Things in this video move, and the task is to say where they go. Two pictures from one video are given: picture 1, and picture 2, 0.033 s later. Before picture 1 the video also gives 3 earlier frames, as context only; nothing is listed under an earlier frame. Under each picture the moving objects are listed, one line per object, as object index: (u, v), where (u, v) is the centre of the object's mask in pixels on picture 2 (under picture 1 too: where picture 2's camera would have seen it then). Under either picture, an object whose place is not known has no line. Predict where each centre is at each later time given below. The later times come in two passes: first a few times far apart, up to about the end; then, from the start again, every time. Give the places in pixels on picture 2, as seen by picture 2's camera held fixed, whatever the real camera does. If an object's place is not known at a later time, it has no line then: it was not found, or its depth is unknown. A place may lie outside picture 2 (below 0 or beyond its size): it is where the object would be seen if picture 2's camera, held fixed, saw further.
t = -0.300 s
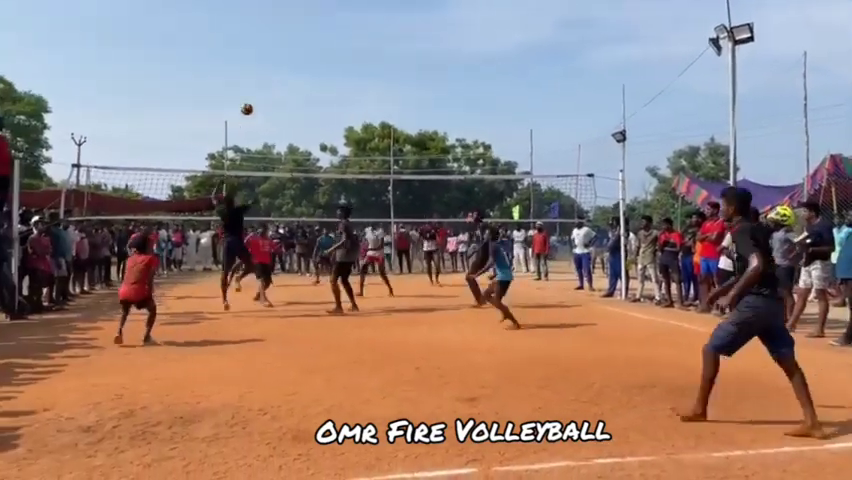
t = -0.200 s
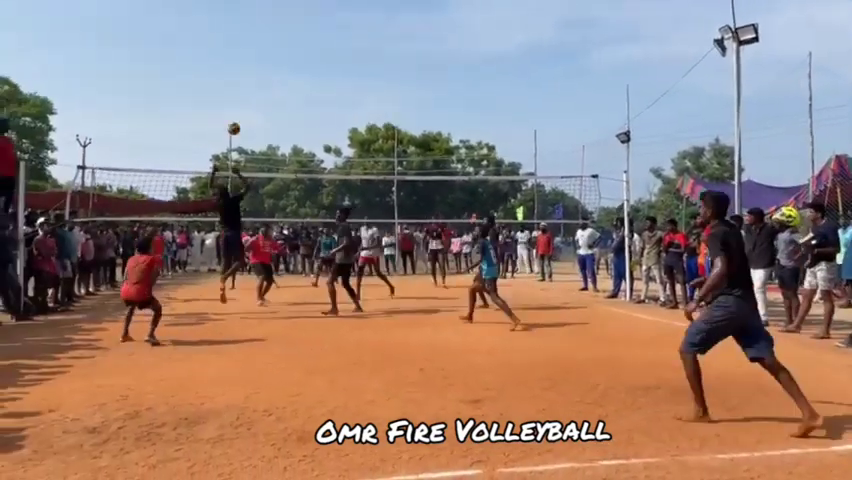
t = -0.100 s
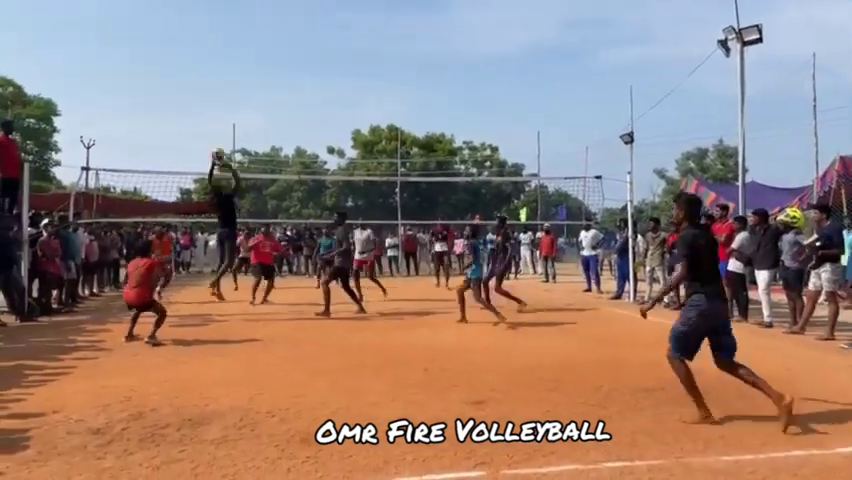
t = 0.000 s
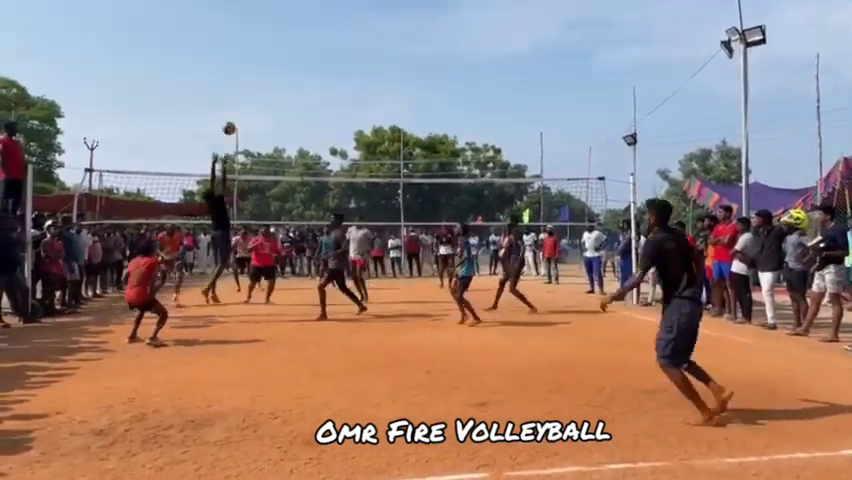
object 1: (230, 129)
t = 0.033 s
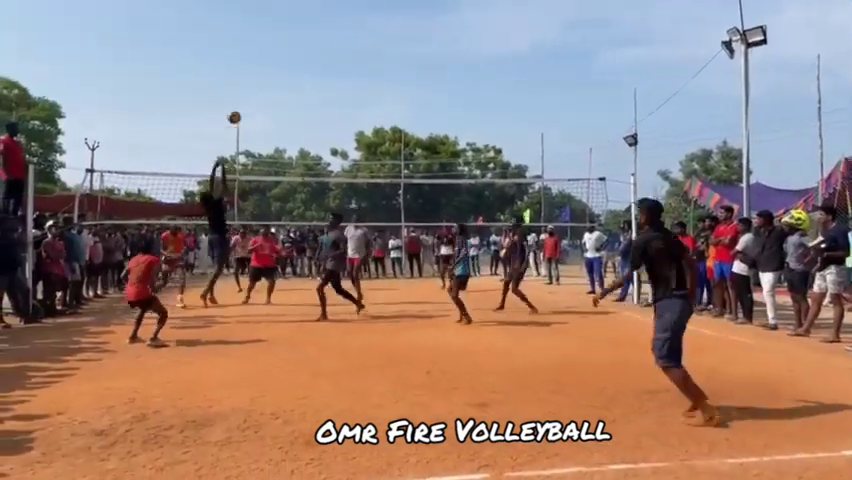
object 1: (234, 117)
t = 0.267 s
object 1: (264, 58)
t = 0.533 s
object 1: (299, 32)
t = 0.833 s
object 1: (337, 55)
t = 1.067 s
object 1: (364, 108)
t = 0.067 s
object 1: (239, 106)
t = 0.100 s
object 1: (243, 96)
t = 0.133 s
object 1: (247, 87)
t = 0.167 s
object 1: (252, 79)
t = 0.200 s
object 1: (256, 71)
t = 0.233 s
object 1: (260, 64)
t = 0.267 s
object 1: (264, 58)
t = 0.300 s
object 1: (269, 52)
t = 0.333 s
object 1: (273, 47)
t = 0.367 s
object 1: (278, 43)
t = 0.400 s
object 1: (282, 39)
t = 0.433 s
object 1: (287, 36)
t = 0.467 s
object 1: (291, 34)
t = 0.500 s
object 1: (295, 33)
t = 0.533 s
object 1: (299, 32)
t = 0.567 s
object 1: (303, 31)
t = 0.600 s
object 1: (308, 32)
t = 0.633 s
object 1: (312, 33)
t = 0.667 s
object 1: (316, 35)
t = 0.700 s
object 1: (320, 38)
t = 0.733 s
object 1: (325, 41)
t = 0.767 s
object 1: (329, 45)
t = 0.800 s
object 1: (333, 50)
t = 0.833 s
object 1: (337, 55)
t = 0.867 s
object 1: (341, 61)
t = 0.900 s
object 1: (345, 67)
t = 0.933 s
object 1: (349, 74)
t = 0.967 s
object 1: (352, 81)
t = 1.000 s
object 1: (356, 90)
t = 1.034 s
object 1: (360, 98)
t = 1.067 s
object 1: (364, 108)
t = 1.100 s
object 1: (367, 118)
